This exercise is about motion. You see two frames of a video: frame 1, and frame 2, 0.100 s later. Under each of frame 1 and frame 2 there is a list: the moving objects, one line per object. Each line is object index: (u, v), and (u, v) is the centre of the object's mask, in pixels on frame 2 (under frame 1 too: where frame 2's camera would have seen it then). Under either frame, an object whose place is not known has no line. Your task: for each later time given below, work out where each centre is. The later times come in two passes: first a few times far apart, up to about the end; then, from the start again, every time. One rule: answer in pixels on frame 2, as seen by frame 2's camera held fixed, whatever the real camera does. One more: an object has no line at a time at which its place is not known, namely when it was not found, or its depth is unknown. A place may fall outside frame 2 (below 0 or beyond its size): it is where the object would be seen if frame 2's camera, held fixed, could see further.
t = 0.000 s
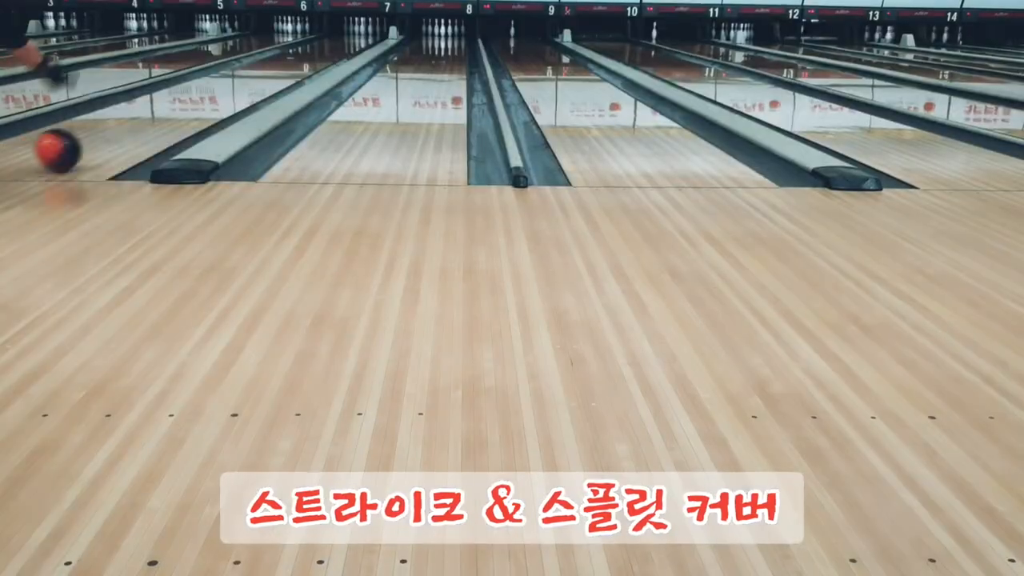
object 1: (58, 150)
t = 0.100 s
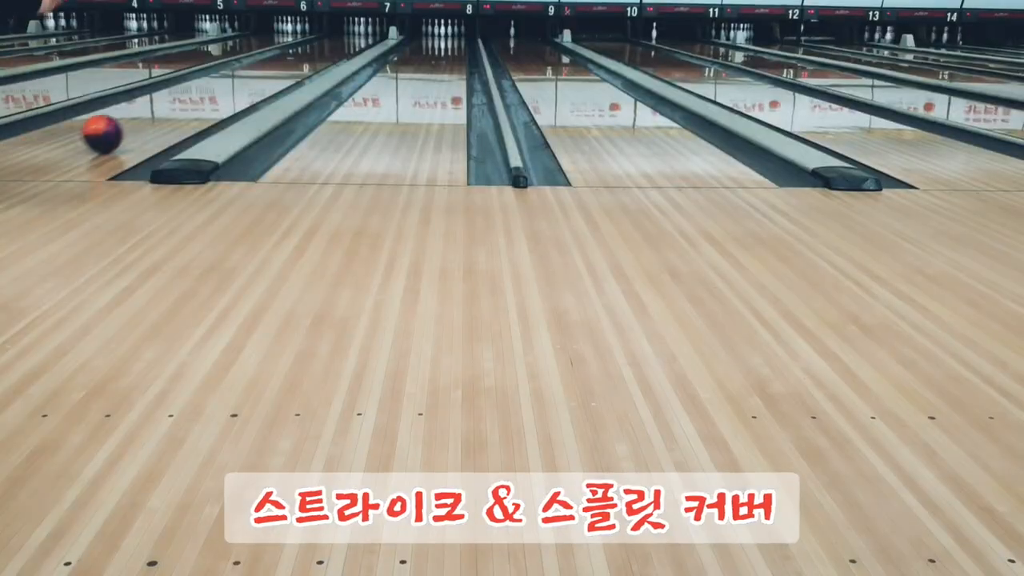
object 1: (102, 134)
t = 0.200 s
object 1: (138, 121)
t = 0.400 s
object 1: (192, 100)
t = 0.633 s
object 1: (237, 84)
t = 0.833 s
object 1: (265, 74)
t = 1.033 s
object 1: (288, 66)
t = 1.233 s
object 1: (305, 59)
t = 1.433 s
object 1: (320, 55)
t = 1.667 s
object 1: (332, 49)
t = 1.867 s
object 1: (343, 45)
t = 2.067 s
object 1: (350, 42)
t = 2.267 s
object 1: (356, 39)
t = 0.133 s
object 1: (115, 129)
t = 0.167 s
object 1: (127, 125)
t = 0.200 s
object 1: (138, 121)
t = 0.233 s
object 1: (148, 117)
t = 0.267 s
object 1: (158, 113)
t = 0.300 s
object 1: (167, 110)
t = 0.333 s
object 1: (176, 107)
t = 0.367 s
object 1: (184, 103)
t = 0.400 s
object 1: (192, 100)
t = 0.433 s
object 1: (200, 98)
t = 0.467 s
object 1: (207, 96)
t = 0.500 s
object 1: (214, 93)
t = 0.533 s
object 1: (220, 91)
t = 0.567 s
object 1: (226, 88)
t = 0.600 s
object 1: (232, 86)
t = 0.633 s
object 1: (237, 84)
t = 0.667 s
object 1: (242, 83)
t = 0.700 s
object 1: (248, 81)
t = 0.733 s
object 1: (252, 79)
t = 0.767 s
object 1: (257, 78)
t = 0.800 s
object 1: (261, 76)
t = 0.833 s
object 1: (265, 74)
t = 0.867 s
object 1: (270, 73)
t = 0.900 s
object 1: (273, 71)
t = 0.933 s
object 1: (277, 70)
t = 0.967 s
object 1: (281, 69)
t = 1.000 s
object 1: (285, 67)
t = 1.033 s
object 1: (288, 66)
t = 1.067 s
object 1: (291, 66)
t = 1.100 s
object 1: (294, 64)
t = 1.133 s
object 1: (297, 63)
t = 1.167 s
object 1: (300, 61)
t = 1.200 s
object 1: (302, 60)
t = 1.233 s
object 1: (305, 59)
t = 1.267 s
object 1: (308, 59)
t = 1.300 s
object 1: (310, 58)
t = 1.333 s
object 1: (312, 57)
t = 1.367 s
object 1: (315, 56)
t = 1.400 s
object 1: (317, 55)
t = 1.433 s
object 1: (320, 55)
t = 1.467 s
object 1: (321, 53)
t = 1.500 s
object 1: (323, 52)
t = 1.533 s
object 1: (325, 51)
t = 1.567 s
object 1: (327, 51)
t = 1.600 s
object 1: (329, 50)
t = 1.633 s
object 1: (330, 49)
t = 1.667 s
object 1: (332, 49)
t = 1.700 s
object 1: (333, 48)
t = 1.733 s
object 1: (335, 48)
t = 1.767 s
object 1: (337, 46)
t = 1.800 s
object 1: (339, 45)
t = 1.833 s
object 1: (341, 45)
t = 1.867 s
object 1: (343, 45)
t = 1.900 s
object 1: (344, 45)
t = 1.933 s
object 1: (345, 44)
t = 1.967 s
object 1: (346, 44)
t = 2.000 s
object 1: (348, 44)
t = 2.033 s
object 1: (348, 43)
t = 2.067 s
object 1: (350, 42)
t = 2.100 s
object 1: (350, 42)
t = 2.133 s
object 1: (351, 42)
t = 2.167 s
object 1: (353, 41)
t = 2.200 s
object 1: (355, 40)
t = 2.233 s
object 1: (355, 41)
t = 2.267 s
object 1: (356, 39)
